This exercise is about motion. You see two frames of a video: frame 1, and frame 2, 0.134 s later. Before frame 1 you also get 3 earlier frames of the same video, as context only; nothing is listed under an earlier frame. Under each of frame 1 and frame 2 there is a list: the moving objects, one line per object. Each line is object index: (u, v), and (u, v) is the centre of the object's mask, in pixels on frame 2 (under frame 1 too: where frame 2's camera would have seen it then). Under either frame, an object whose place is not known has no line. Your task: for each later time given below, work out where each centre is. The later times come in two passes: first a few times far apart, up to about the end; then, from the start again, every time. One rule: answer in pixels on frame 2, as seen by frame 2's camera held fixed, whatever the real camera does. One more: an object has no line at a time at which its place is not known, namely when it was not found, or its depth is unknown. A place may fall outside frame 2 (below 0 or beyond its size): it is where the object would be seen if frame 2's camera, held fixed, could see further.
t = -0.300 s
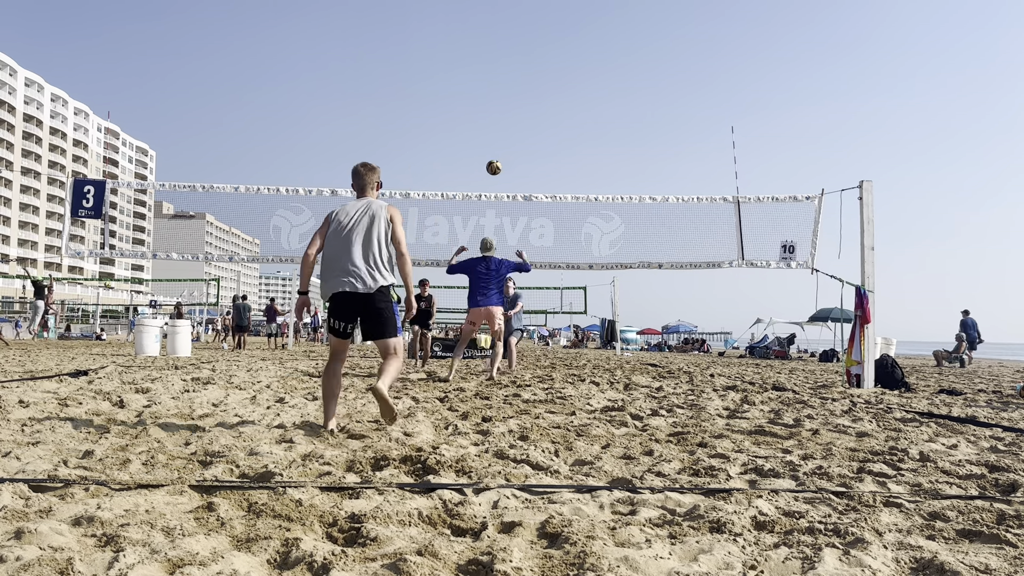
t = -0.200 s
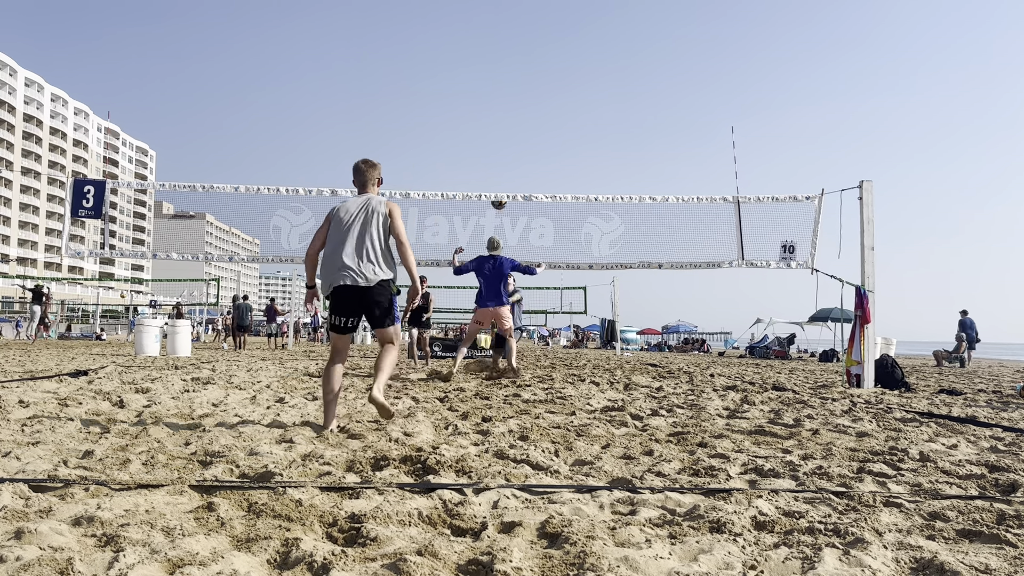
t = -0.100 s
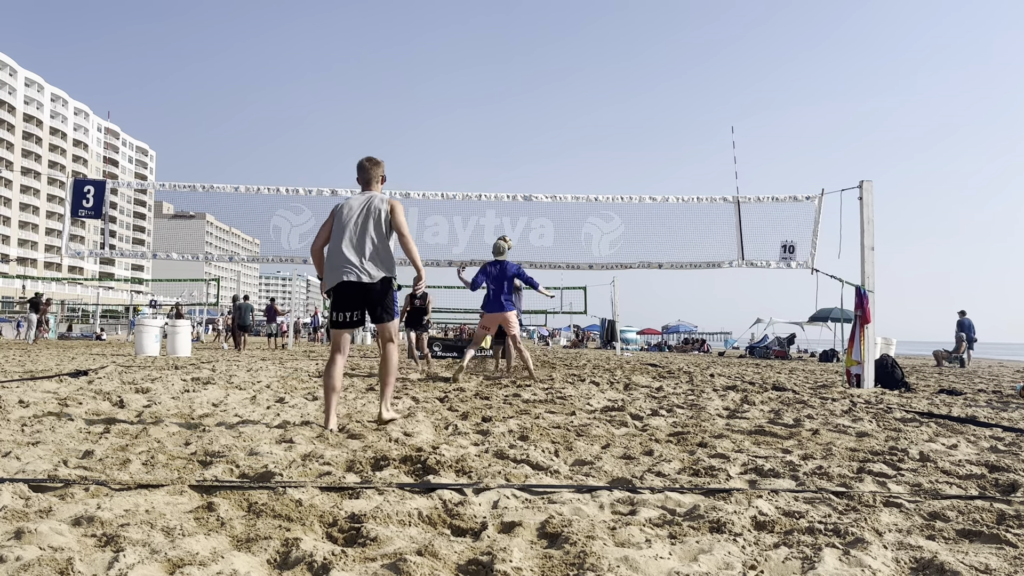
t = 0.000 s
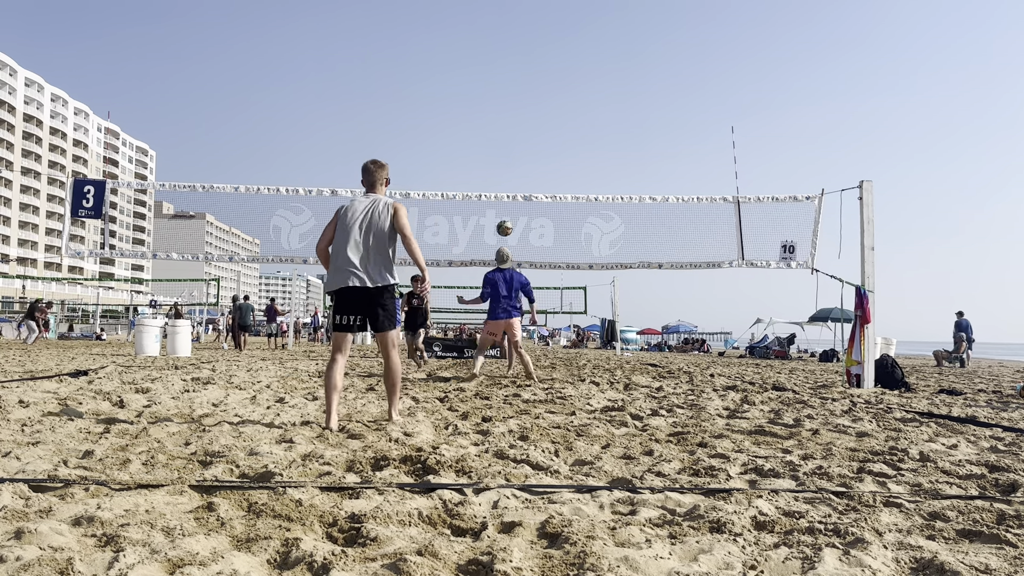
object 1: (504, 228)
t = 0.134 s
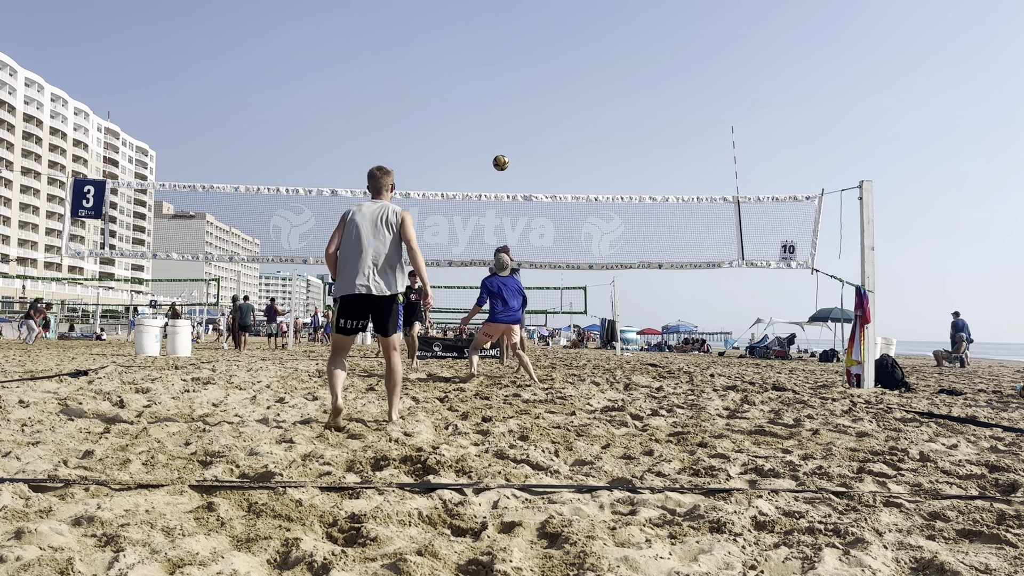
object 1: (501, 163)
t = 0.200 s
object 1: (498, 136)
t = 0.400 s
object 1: (490, 77)
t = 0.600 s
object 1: (481, 49)
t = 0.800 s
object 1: (471, 49)
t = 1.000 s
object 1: (460, 77)
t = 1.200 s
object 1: (450, 131)
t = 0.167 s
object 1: (499, 149)
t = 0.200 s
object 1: (498, 136)
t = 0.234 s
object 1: (497, 124)
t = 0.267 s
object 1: (495, 113)
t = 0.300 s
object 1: (494, 103)
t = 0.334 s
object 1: (493, 93)
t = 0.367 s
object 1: (491, 85)
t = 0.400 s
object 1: (490, 77)
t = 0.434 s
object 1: (488, 70)
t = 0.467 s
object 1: (487, 64)
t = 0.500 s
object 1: (485, 59)
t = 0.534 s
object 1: (484, 55)
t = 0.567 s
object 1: (482, 51)
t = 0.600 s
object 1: (481, 49)
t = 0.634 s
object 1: (479, 47)
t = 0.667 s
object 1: (477, 46)
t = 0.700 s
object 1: (476, 45)
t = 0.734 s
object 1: (474, 46)
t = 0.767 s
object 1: (472, 47)
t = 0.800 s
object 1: (471, 49)
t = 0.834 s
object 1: (469, 52)
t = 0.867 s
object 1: (467, 55)
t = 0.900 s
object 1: (465, 60)
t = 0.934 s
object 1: (464, 65)
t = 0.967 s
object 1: (462, 71)
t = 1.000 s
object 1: (460, 77)
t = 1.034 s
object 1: (458, 85)
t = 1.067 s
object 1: (457, 93)
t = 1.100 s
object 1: (455, 101)
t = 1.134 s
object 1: (453, 110)
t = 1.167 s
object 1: (451, 121)
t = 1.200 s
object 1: (450, 131)
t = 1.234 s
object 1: (448, 143)
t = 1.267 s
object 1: (446, 155)
